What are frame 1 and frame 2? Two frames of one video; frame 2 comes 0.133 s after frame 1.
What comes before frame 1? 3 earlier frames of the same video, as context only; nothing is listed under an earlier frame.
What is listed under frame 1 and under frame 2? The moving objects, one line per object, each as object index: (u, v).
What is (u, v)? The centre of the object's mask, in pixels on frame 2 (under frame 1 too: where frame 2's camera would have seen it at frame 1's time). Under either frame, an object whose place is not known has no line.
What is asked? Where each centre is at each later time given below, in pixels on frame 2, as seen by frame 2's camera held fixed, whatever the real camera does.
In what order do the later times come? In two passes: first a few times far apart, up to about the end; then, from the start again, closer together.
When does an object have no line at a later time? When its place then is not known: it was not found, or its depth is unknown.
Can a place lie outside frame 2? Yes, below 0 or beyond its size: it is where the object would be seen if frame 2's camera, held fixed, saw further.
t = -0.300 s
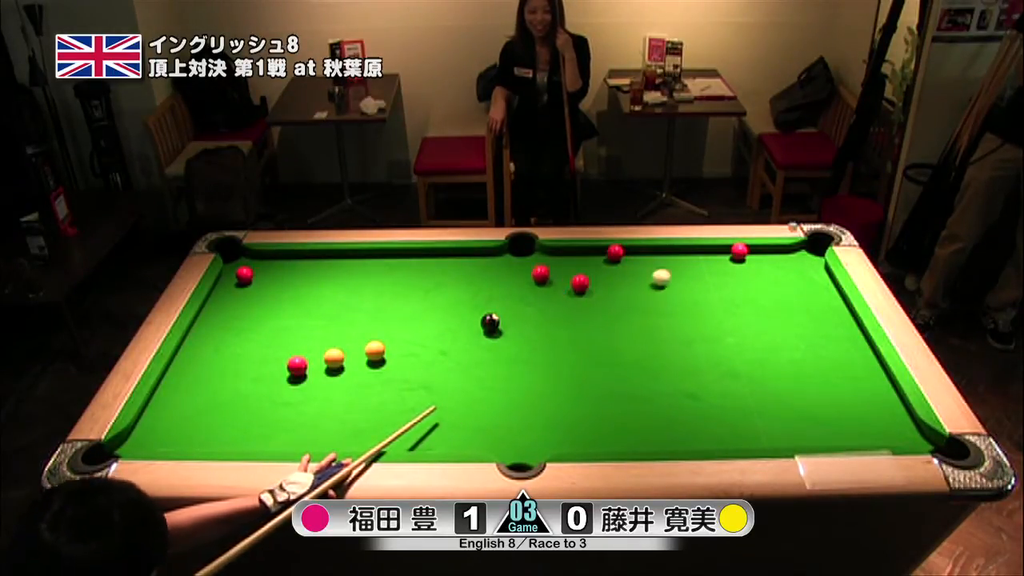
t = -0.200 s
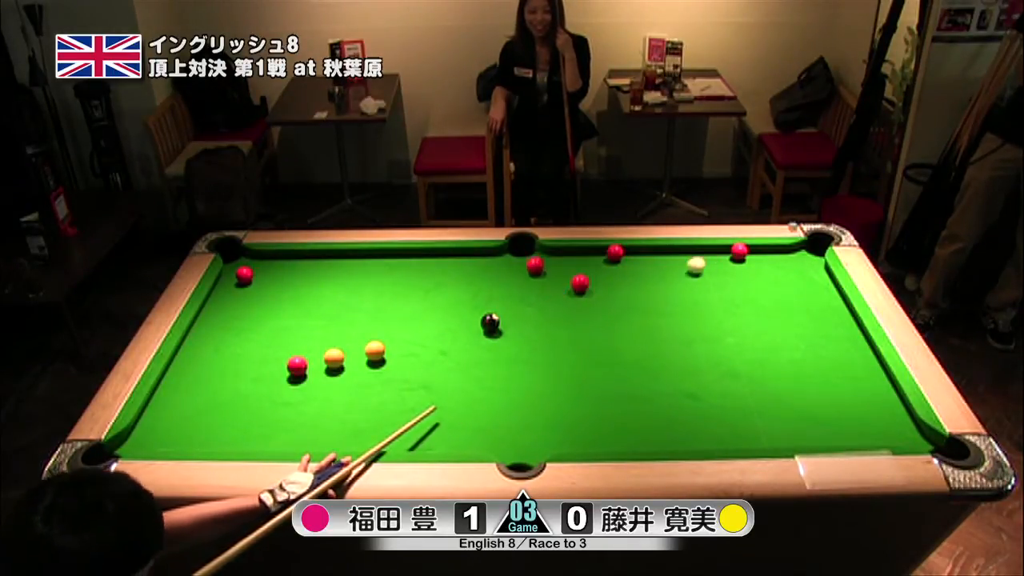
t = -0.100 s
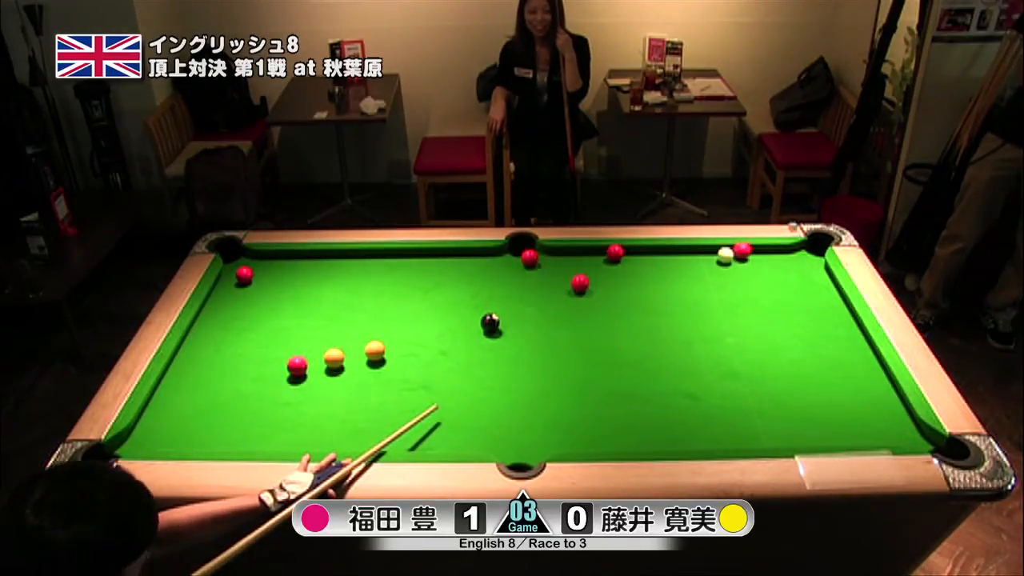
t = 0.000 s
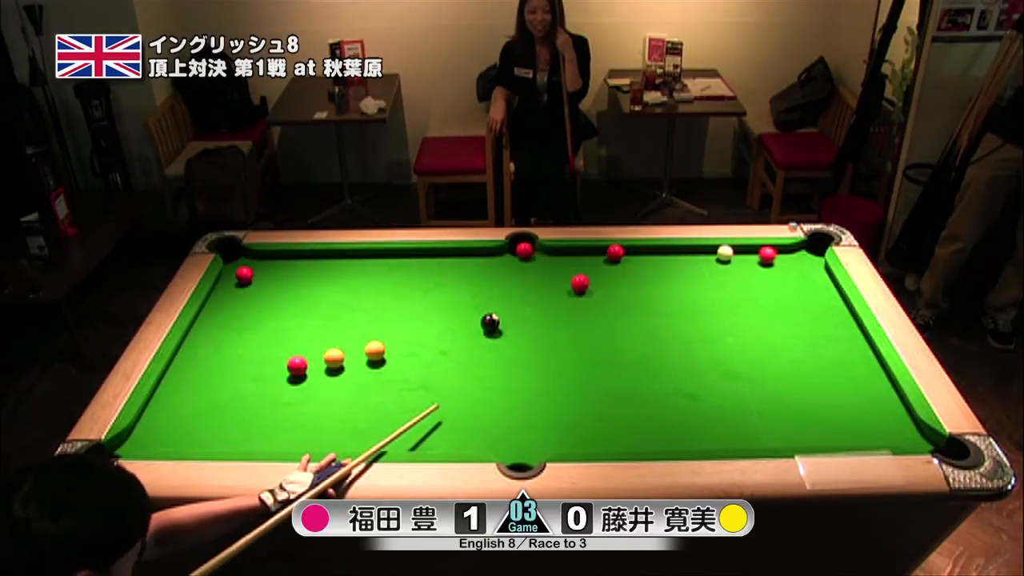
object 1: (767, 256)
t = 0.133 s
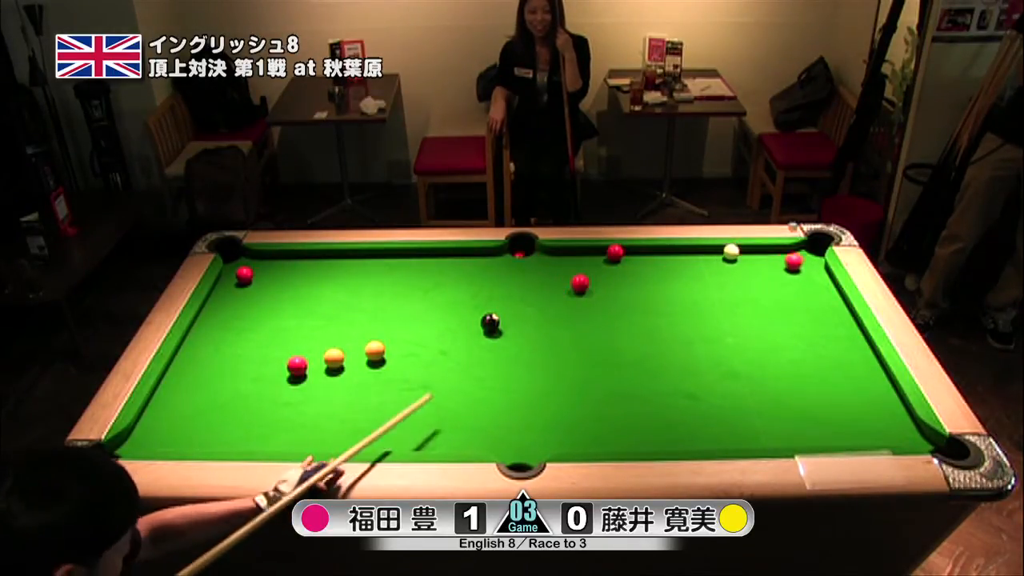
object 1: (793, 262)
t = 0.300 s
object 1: (820, 270)
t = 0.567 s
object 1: (798, 283)
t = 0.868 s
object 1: (775, 298)
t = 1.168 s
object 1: (752, 312)
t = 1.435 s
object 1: (733, 324)
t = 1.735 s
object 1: (712, 336)
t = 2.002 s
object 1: (696, 344)
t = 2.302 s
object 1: (680, 353)
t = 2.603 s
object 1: (669, 358)
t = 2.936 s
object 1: (651, 369)
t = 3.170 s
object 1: (647, 373)
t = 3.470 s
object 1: (640, 377)
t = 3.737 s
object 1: (637, 379)
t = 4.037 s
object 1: (635, 381)
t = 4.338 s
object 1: (635, 381)
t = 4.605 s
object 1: (635, 381)
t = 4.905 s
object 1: (635, 381)
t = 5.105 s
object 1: (635, 381)
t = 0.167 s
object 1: (800, 264)
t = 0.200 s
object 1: (807, 265)
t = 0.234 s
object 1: (813, 267)
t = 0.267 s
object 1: (819, 269)
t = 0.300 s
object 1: (820, 270)
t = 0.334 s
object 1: (817, 272)
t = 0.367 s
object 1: (814, 274)
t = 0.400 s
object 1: (812, 275)
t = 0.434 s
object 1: (809, 277)
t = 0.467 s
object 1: (806, 278)
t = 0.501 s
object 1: (803, 280)
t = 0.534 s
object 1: (801, 282)
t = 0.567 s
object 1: (798, 283)
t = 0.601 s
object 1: (795, 285)
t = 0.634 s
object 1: (793, 287)
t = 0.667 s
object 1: (790, 288)
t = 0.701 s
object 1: (788, 290)
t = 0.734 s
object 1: (785, 292)
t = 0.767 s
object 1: (782, 293)
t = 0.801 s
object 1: (780, 295)
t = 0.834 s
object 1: (777, 296)
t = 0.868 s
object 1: (775, 298)
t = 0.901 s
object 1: (772, 300)
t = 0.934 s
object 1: (770, 301)
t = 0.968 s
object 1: (767, 303)
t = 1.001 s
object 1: (764, 304)
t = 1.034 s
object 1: (762, 306)
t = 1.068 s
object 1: (759, 307)
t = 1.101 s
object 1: (757, 309)
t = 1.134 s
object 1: (754, 310)
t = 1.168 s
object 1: (752, 312)
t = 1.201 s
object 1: (749, 313)
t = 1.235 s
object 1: (747, 315)
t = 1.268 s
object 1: (744, 316)
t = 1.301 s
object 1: (742, 318)
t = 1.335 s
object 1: (740, 319)
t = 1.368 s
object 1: (737, 321)
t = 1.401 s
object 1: (735, 322)
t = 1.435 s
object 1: (733, 324)
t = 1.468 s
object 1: (730, 325)
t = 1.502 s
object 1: (728, 326)
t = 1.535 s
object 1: (726, 328)
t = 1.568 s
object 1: (723, 329)
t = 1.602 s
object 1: (721, 330)
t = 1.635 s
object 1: (719, 332)
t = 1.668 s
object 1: (717, 333)
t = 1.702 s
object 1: (715, 334)
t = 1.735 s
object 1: (712, 336)
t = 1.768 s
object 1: (710, 337)
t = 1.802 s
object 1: (708, 338)
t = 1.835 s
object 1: (706, 340)
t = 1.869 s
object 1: (704, 341)
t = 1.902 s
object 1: (703, 340)
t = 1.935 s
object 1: (700, 341)
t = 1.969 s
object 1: (698, 342)
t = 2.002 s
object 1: (696, 344)
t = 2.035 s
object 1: (695, 345)
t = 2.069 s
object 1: (693, 345)
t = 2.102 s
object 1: (691, 347)
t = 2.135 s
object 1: (689, 348)
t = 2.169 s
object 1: (687, 349)
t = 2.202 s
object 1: (685, 350)
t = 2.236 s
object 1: (684, 351)
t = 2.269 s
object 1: (682, 352)
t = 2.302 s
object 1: (680, 353)
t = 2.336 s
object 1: (679, 354)
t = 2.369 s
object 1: (677, 355)
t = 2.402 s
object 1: (675, 356)
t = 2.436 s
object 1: (674, 357)
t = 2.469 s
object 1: (672, 358)
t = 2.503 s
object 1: (671, 359)
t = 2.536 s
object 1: (669, 360)
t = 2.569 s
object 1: (668, 361)
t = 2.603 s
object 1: (669, 358)
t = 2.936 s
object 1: (651, 369)
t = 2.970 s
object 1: (653, 370)
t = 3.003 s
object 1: (652, 371)
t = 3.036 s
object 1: (650, 372)
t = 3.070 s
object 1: (650, 372)
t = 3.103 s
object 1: (649, 373)
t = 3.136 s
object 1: (648, 372)
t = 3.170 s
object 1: (647, 373)
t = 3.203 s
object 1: (646, 374)
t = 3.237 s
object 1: (645, 374)
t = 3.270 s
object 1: (644, 375)
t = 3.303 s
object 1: (643, 375)
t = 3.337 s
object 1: (643, 376)
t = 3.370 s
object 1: (642, 376)
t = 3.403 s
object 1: (641, 377)
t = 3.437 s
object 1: (641, 377)
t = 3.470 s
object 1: (640, 377)
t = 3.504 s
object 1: (640, 378)
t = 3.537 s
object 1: (639, 378)
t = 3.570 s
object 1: (638, 378)
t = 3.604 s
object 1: (638, 378)
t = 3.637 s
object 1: (638, 379)
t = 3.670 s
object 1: (637, 379)
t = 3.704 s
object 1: (637, 379)
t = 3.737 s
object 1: (637, 379)
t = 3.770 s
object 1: (636, 379)
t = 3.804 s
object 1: (636, 380)
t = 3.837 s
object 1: (636, 380)
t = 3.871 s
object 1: (636, 380)
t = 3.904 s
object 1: (636, 380)
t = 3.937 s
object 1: (636, 380)
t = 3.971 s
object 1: (636, 380)
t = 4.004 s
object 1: (635, 381)
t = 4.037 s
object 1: (635, 381)
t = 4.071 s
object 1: (635, 381)
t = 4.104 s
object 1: (635, 381)
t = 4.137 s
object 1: (635, 381)
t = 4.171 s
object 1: (635, 381)
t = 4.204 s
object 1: (635, 381)
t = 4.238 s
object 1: (635, 381)
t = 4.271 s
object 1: (635, 381)
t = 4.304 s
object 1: (635, 381)
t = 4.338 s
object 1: (635, 381)
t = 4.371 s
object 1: (635, 381)
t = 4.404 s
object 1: (635, 381)
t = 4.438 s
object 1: (635, 381)
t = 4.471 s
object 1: (635, 381)
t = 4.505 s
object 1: (635, 381)
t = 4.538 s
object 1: (635, 381)
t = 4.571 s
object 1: (635, 381)
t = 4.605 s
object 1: (635, 381)
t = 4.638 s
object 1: (635, 381)
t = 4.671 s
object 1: (635, 381)
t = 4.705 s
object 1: (635, 381)
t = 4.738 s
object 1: (635, 381)
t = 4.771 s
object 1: (635, 381)
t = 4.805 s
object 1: (635, 381)
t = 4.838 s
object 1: (635, 381)
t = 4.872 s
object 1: (635, 381)
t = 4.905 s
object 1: (635, 381)
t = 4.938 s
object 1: (635, 381)
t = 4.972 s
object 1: (635, 381)
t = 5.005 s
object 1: (635, 381)
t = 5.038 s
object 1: (635, 381)
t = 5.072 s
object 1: (635, 381)
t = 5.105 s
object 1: (635, 381)
